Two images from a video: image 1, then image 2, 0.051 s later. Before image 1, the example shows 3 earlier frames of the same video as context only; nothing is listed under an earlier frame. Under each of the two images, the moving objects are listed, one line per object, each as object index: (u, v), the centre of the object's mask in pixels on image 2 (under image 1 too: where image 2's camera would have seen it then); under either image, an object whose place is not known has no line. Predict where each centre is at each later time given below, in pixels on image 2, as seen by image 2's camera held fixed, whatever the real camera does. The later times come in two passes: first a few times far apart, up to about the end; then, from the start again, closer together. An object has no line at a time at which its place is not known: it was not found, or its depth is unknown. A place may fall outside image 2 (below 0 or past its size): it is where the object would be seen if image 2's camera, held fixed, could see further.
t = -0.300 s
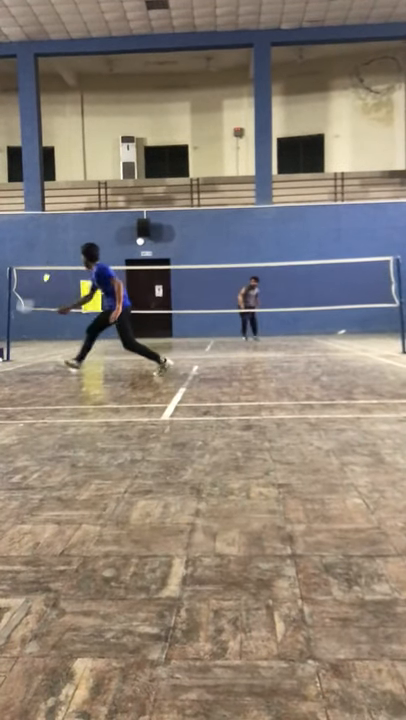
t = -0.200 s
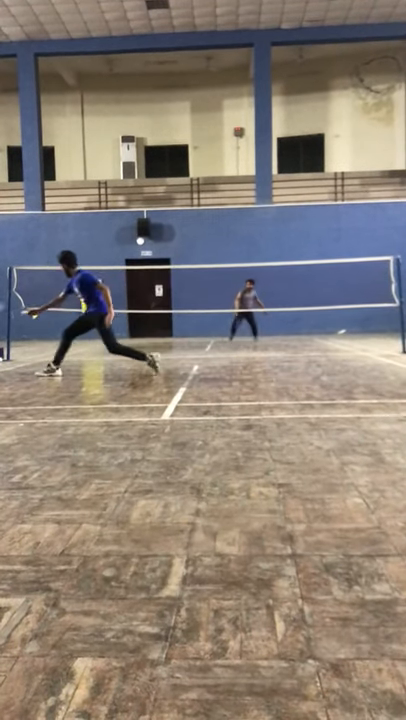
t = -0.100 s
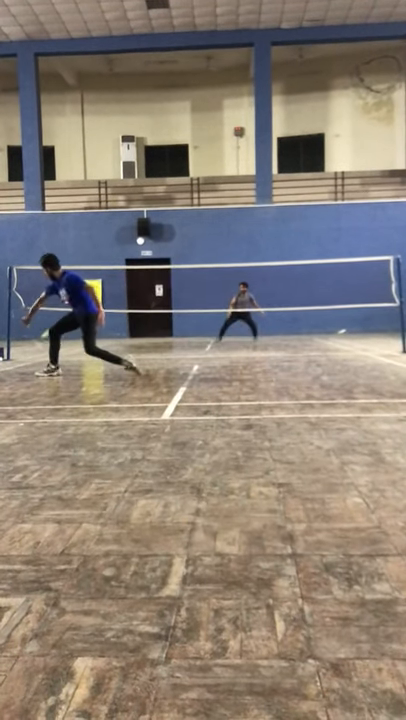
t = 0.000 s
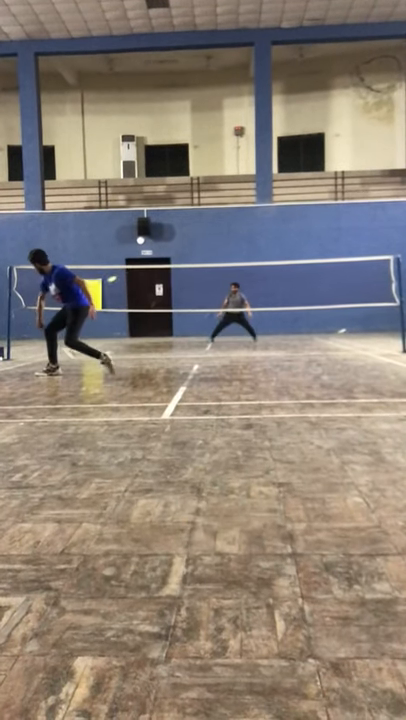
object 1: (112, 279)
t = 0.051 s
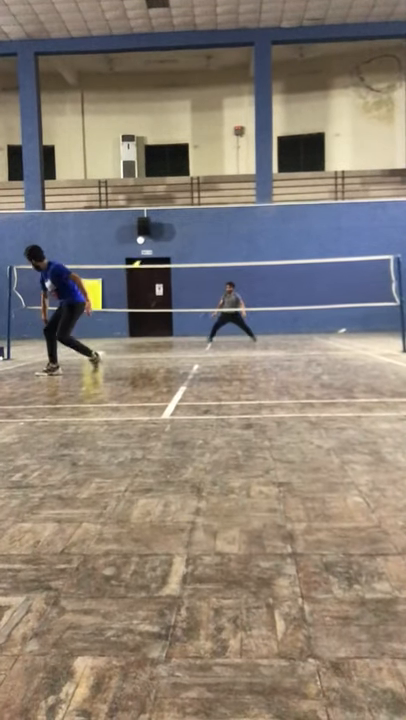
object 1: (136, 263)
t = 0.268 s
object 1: (208, 230)
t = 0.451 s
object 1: (248, 231)
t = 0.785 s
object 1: (296, 272)
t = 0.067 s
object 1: (143, 259)
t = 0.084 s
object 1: (150, 254)
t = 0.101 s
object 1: (156, 251)
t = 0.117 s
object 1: (163, 248)
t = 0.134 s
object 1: (169, 244)
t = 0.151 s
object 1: (175, 242)
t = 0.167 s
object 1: (179, 240)
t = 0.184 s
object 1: (185, 237)
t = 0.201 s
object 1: (190, 236)
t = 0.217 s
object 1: (195, 234)
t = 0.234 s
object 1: (199, 233)
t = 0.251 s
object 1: (204, 232)
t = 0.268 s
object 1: (208, 230)
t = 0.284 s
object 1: (212, 230)
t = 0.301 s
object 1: (216, 229)
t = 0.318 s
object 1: (220, 229)
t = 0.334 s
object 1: (224, 229)
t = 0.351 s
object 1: (228, 229)
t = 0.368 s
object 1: (231, 229)
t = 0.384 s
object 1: (235, 229)
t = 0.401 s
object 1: (238, 229)
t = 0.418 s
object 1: (241, 230)
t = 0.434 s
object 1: (244, 231)
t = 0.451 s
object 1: (248, 231)
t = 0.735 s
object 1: (290, 265)
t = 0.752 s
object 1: (292, 267)
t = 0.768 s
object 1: (294, 270)
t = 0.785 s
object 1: (296, 272)
